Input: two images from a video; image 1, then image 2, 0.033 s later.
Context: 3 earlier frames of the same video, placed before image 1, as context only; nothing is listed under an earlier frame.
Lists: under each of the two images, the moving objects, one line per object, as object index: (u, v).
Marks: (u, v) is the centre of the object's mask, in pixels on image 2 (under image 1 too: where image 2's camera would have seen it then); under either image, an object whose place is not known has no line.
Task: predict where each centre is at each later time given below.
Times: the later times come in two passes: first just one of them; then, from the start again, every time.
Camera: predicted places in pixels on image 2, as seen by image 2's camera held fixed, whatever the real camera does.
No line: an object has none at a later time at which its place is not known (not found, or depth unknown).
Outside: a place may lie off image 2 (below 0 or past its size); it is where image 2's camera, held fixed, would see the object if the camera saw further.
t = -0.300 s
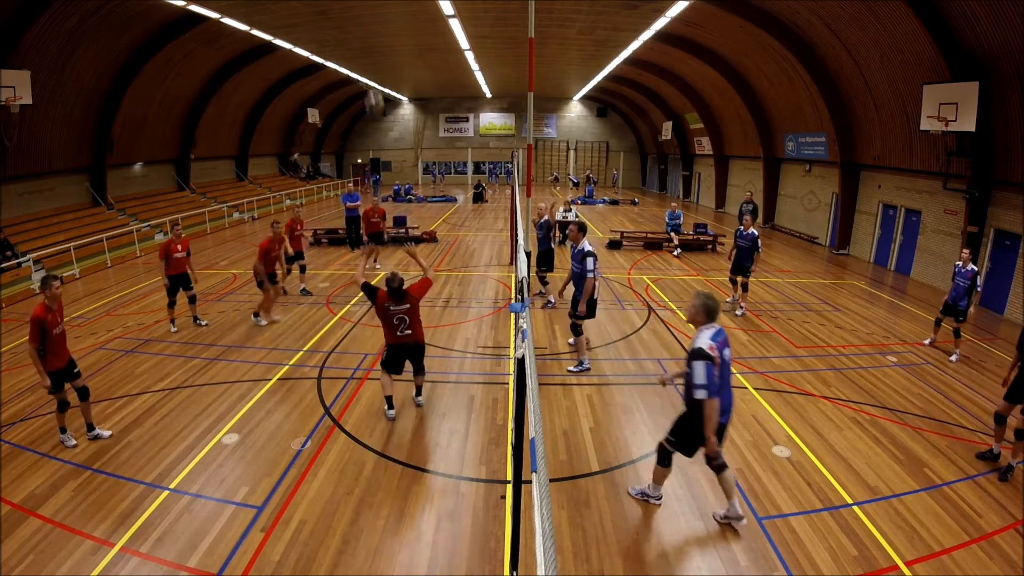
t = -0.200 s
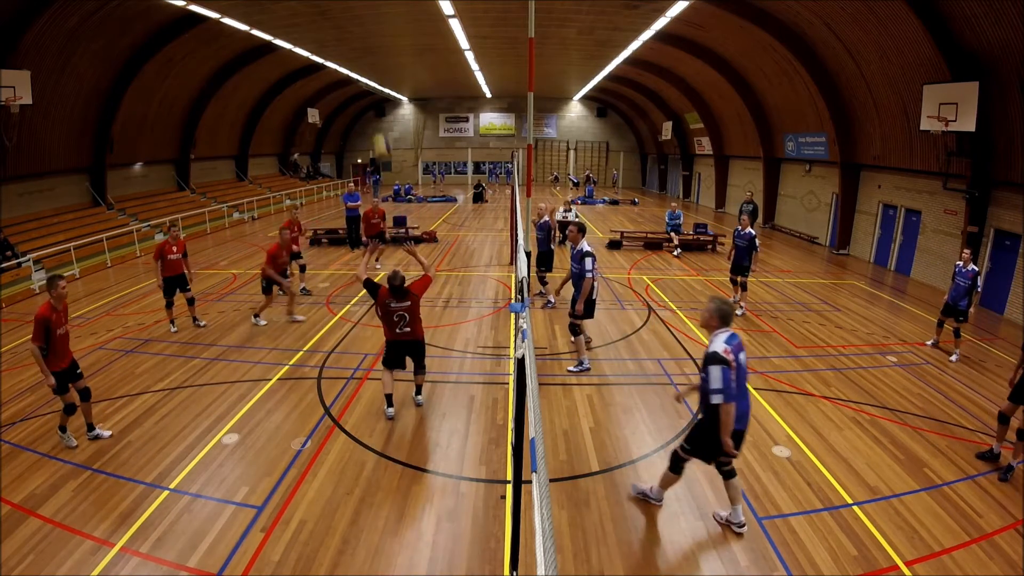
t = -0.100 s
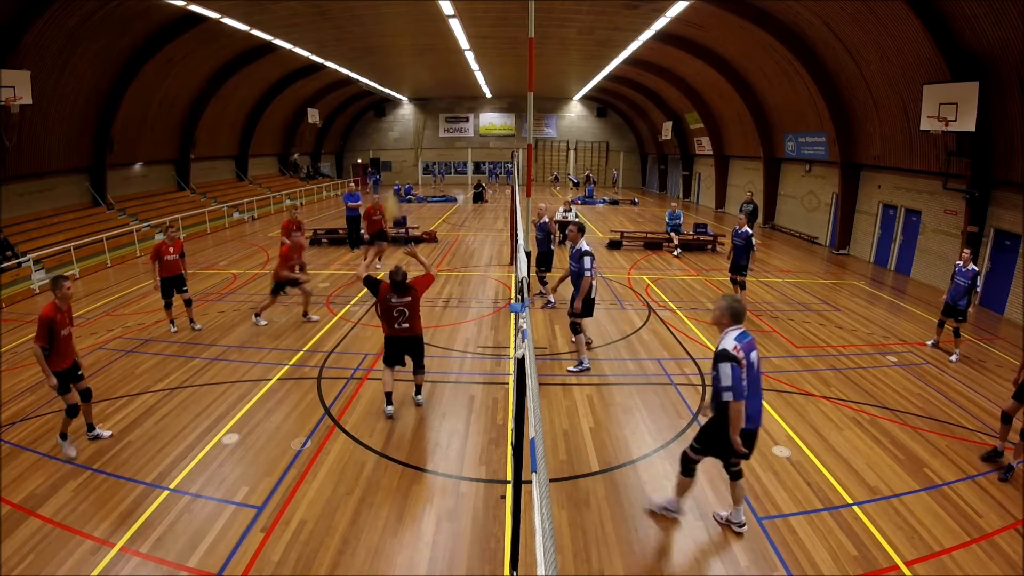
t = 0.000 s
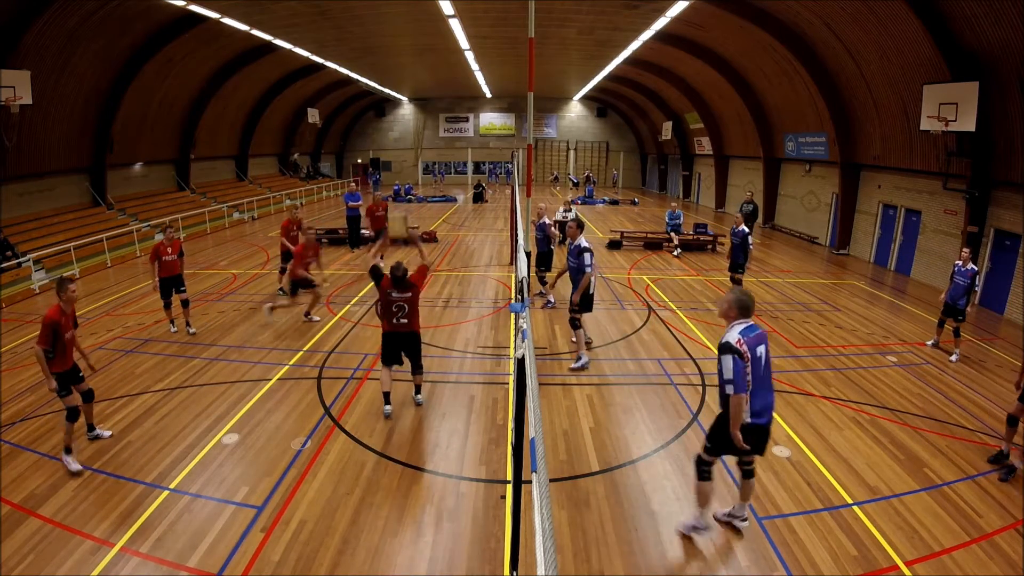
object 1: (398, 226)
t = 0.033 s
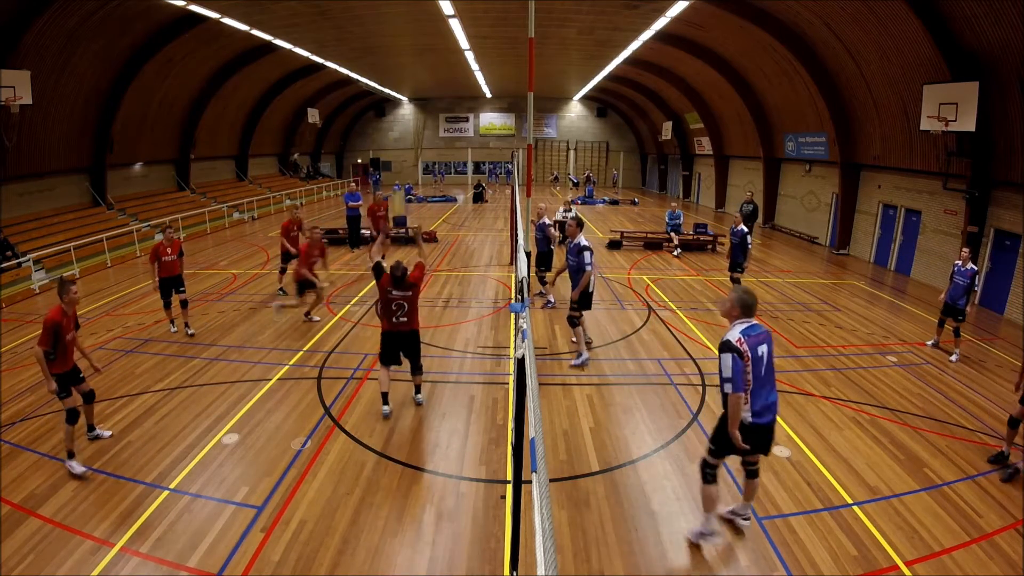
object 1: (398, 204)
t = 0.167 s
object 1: (395, 128)
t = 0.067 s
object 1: (397, 183)
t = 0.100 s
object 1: (396, 164)
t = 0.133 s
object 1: (395, 143)
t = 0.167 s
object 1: (395, 128)
